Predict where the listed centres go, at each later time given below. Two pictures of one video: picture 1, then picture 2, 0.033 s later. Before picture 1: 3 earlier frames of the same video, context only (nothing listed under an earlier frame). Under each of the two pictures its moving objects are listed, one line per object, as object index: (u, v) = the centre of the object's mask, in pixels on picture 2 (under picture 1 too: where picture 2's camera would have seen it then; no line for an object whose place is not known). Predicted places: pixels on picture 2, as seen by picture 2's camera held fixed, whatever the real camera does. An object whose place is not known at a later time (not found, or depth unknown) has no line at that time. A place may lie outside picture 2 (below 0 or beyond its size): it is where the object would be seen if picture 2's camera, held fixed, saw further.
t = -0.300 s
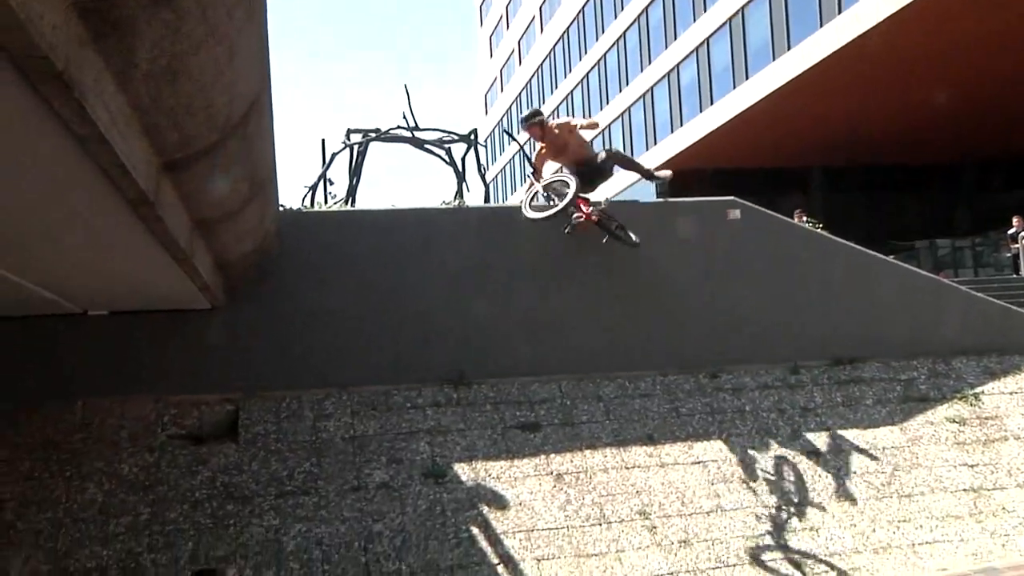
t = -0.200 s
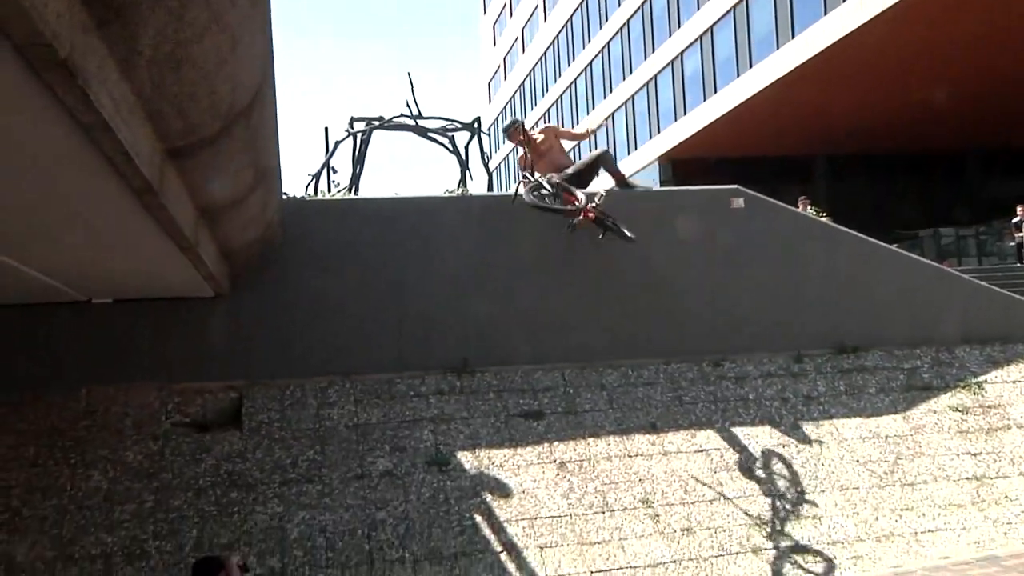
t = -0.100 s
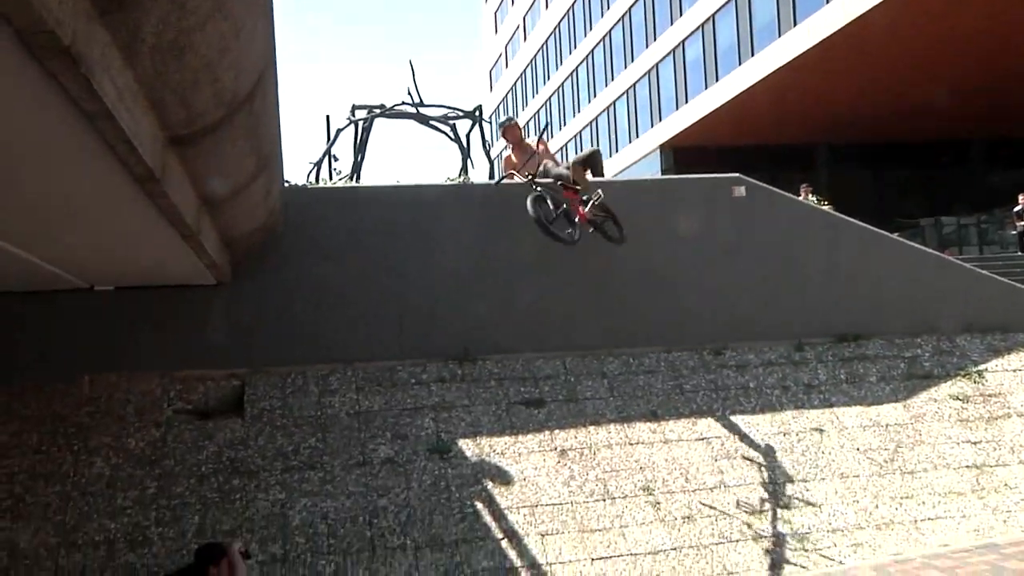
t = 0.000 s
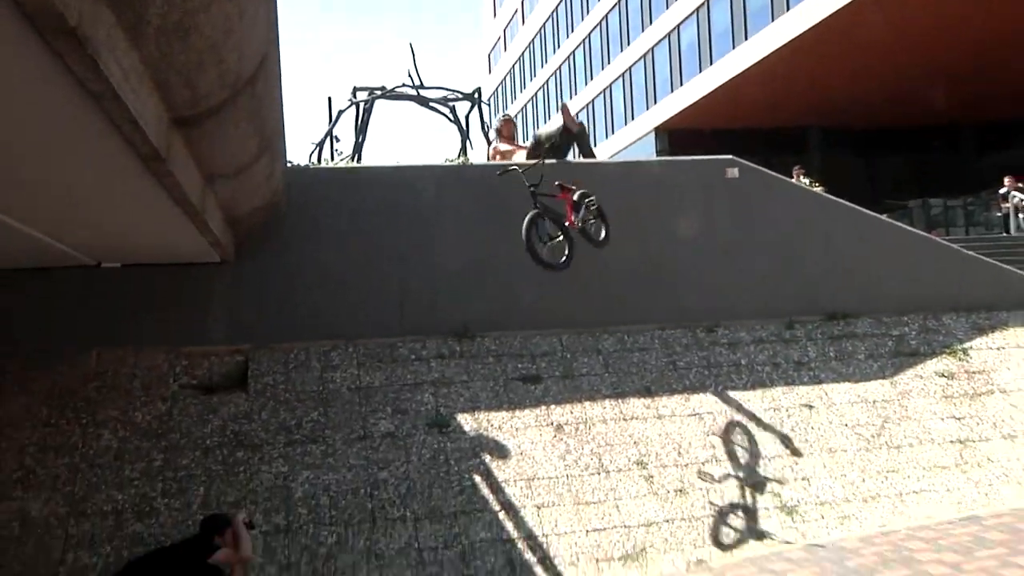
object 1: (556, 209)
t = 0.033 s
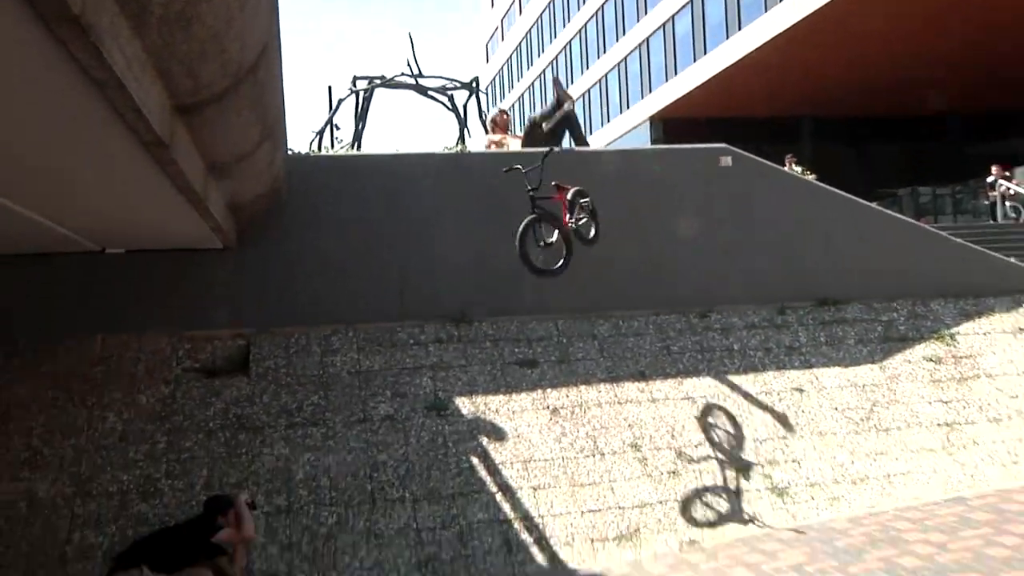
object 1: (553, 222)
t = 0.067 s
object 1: (552, 244)
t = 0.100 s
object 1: (552, 254)
